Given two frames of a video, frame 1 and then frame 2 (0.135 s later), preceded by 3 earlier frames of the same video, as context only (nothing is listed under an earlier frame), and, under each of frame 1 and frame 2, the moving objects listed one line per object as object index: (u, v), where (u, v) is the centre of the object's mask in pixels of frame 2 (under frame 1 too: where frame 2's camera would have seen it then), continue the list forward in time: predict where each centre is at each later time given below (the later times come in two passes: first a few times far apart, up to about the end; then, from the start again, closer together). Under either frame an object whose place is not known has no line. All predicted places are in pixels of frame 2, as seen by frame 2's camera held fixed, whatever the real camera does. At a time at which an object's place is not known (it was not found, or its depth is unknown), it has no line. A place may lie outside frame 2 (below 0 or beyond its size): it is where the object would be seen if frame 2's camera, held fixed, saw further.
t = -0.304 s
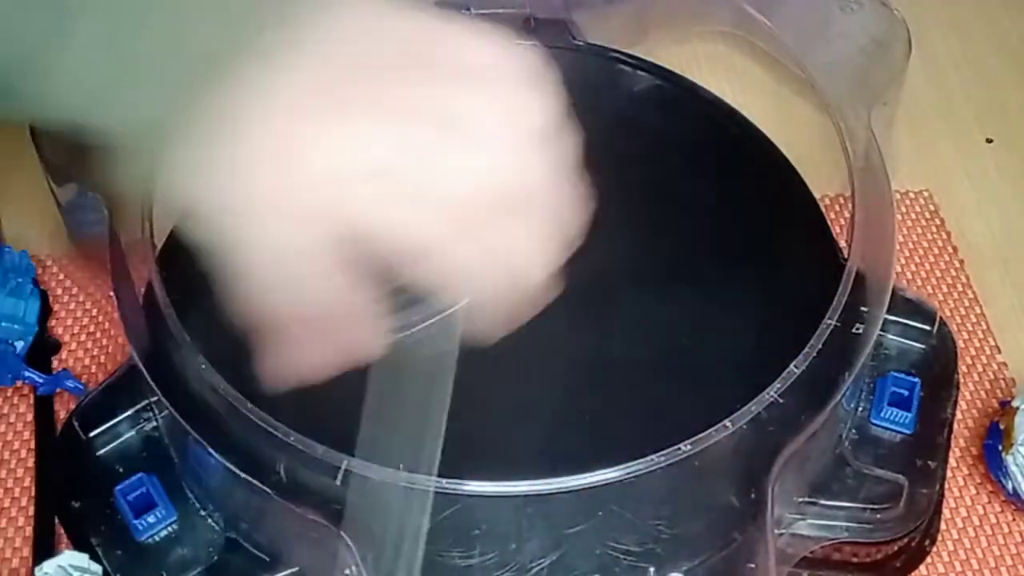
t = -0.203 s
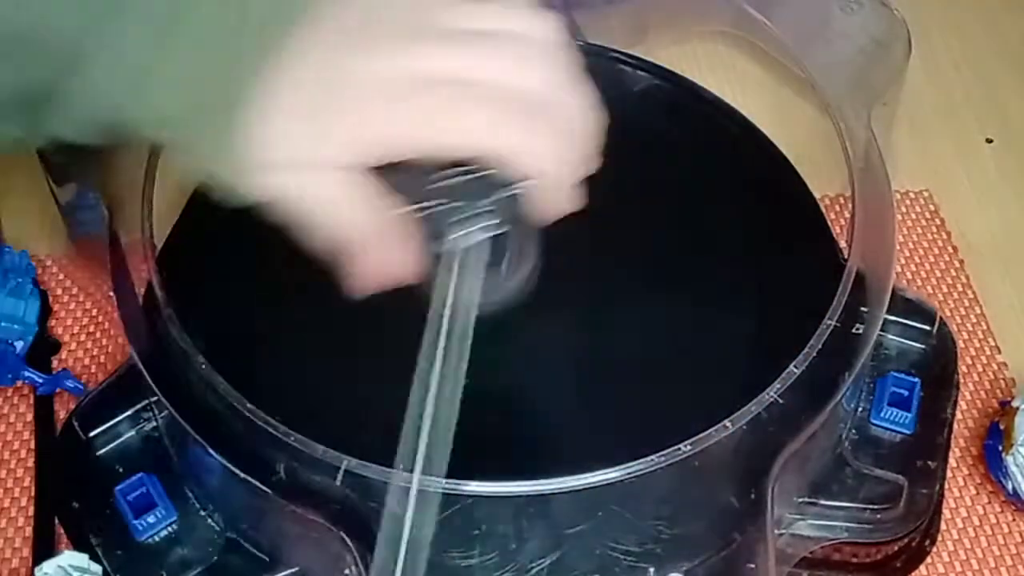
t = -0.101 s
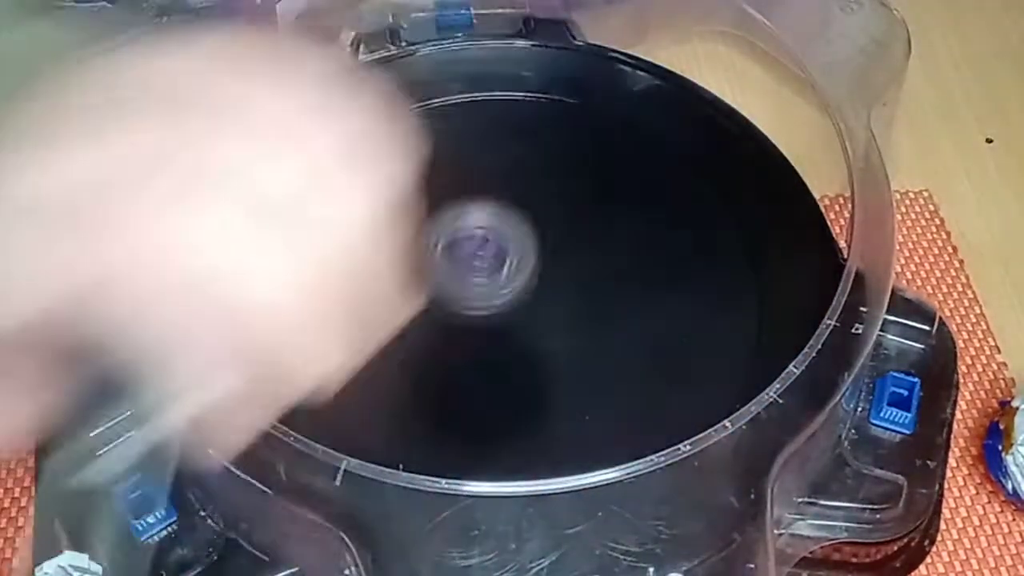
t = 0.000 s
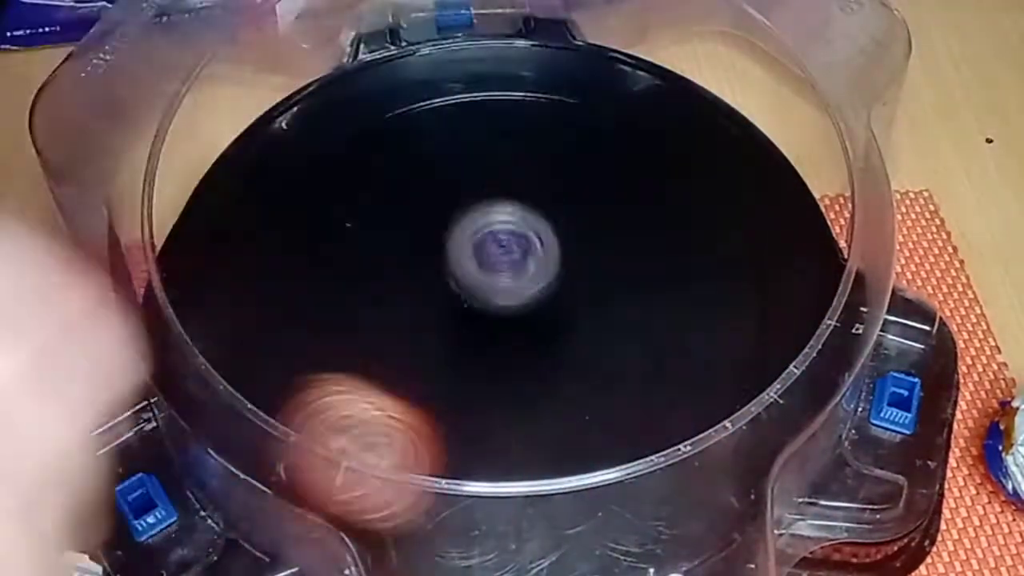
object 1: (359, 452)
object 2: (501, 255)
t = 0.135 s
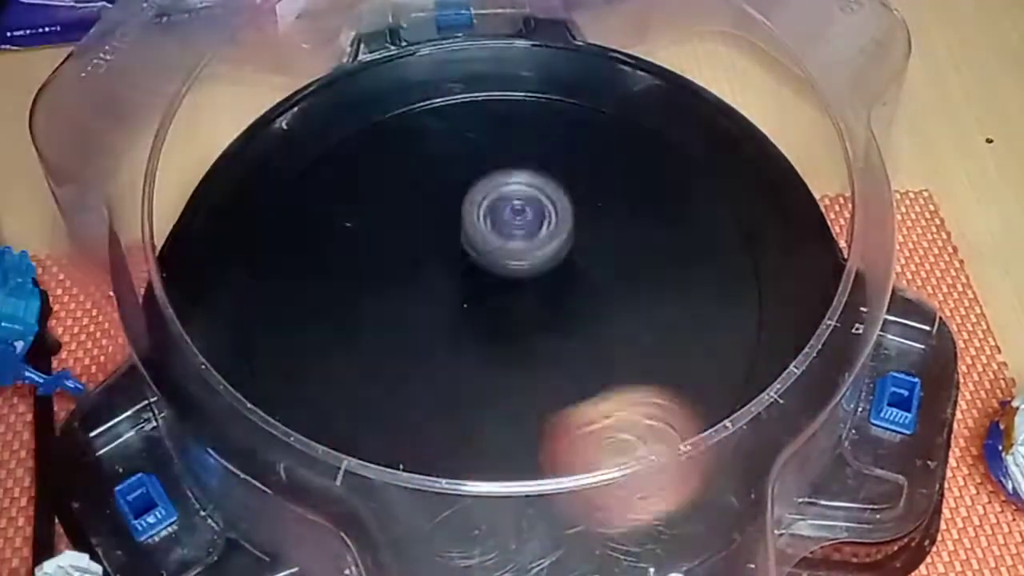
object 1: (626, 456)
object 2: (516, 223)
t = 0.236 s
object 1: (740, 340)
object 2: (504, 209)
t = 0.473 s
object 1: (612, 93)
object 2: (412, 254)
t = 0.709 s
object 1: (278, 181)
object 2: (508, 371)
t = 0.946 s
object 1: (427, 480)
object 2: (657, 287)
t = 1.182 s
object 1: (758, 301)
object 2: (565, 127)
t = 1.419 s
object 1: (547, 75)
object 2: (320, 200)
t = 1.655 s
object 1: (256, 216)
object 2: (444, 474)
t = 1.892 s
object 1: (458, 491)
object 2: (740, 207)
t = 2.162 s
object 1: (749, 228)
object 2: (274, 205)
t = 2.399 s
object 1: (492, 84)
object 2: (533, 449)
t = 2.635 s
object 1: (267, 266)
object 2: (745, 171)
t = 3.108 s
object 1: (754, 266)
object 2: (341, 456)
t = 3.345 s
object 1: (552, 94)
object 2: (734, 285)
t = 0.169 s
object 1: (676, 425)
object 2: (514, 219)
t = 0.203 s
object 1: (715, 386)
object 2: (511, 213)
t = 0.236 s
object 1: (740, 340)
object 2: (504, 209)
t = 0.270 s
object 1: (758, 298)
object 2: (494, 206)
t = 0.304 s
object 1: (757, 252)
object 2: (482, 206)
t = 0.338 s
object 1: (747, 209)
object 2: (468, 208)
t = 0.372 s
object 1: (724, 171)
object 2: (451, 214)
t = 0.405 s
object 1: (692, 139)
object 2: (435, 224)
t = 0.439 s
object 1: (654, 113)
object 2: (422, 237)
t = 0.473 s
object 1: (612, 93)
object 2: (412, 254)
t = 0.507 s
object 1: (565, 78)
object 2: (406, 273)
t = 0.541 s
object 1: (514, 70)
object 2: (407, 292)
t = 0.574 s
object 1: (458, 75)
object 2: (416, 312)
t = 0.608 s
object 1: (401, 89)
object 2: (431, 331)
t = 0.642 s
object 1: (356, 114)
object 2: (451, 349)
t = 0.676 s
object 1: (314, 142)
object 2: (478, 363)
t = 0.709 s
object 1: (278, 181)
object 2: (508, 371)
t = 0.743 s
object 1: (256, 227)
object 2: (538, 374)
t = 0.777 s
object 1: (247, 278)
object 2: (567, 370)
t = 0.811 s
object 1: (256, 324)
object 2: (594, 363)
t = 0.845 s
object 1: (278, 376)
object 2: (618, 348)
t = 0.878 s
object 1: (314, 420)
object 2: (636, 331)
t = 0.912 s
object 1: (364, 457)
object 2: (649, 310)
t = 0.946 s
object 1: (427, 480)
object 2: (657, 287)
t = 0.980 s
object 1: (496, 489)
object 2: (660, 262)
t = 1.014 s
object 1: (560, 485)
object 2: (657, 234)
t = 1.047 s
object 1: (625, 465)
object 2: (649, 209)
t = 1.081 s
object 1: (676, 433)
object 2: (634, 185)
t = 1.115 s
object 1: (714, 394)
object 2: (615, 163)
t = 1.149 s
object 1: (738, 344)
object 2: (592, 144)
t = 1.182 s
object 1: (758, 301)
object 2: (565, 127)
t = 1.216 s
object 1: (758, 252)
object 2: (533, 118)
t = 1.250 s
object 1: (744, 206)
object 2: (497, 109)
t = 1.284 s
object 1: (718, 166)
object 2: (454, 111)
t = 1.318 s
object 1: (681, 132)
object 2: (417, 125)
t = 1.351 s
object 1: (641, 107)
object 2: (382, 145)
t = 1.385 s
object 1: (594, 86)
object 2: (350, 169)
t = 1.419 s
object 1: (547, 75)
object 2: (320, 200)
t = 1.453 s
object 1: (500, 72)
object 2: (295, 238)
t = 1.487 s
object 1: (447, 79)
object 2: (283, 283)
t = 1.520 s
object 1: (396, 94)
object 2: (286, 332)
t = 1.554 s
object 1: (355, 116)
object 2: (305, 372)
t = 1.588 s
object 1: (313, 144)
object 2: (330, 423)
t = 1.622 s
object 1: (281, 176)
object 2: (378, 462)
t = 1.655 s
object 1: (256, 216)
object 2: (444, 474)
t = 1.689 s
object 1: (247, 261)
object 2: (520, 470)
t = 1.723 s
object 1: (249, 309)
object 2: (586, 440)
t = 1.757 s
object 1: (264, 356)
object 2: (653, 418)
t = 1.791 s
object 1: (291, 402)
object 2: (697, 379)
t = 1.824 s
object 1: (336, 444)
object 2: (727, 332)
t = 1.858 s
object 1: (392, 472)
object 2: (741, 271)
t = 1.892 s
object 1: (458, 491)
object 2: (740, 207)
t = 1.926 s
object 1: (533, 491)
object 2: (704, 160)
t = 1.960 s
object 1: (597, 471)
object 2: (655, 117)
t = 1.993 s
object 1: (655, 446)
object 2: (596, 95)
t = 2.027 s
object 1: (700, 408)
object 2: (527, 83)
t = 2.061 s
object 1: (732, 364)
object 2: (455, 87)
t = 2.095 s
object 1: (751, 317)
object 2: (375, 109)
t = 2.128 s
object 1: (756, 273)
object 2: (317, 152)
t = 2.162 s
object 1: (749, 228)
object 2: (274, 205)
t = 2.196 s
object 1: (730, 186)
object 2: (238, 268)
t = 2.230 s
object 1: (703, 154)
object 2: (215, 321)
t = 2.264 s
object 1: (670, 127)
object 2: (251, 377)
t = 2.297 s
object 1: (630, 107)
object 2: (311, 421)
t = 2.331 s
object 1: (586, 93)
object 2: (385, 455)
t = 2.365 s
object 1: (541, 84)
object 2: (452, 470)
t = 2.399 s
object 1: (492, 84)
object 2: (533, 449)
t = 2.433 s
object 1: (445, 91)
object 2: (608, 435)
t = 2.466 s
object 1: (399, 105)
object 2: (661, 409)
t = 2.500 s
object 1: (360, 123)
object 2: (712, 371)
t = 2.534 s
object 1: (327, 151)
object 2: (746, 324)
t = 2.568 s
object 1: (298, 184)
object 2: (764, 272)
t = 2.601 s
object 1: (276, 223)
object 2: (760, 218)
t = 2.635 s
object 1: (267, 266)
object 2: (745, 171)
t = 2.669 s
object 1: (265, 316)
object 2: (718, 124)
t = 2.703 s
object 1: (280, 355)
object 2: (687, 94)
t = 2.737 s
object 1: (303, 403)
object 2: (648, 63)
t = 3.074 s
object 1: (750, 306)
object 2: (286, 439)
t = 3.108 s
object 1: (754, 266)
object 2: (341, 456)
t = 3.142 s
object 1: (744, 229)
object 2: (404, 459)
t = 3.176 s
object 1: (728, 196)
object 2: (469, 461)
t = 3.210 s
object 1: (703, 167)
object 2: (534, 451)
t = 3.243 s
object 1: (672, 140)
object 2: (602, 417)
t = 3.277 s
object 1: (633, 119)
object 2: (662, 383)
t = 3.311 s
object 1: (594, 103)
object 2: (709, 339)
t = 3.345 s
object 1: (552, 94)
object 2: (734, 285)
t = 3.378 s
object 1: (506, 92)
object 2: (749, 232)
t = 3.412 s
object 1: (460, 95)
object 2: (752, 185)
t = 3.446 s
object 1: (413, 107)
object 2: (746, 131)
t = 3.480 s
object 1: (370, 124)
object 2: (727, 100)
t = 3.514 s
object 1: (334, 147)
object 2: (701, 61)
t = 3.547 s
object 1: (304, 177)
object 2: (670, 45)
